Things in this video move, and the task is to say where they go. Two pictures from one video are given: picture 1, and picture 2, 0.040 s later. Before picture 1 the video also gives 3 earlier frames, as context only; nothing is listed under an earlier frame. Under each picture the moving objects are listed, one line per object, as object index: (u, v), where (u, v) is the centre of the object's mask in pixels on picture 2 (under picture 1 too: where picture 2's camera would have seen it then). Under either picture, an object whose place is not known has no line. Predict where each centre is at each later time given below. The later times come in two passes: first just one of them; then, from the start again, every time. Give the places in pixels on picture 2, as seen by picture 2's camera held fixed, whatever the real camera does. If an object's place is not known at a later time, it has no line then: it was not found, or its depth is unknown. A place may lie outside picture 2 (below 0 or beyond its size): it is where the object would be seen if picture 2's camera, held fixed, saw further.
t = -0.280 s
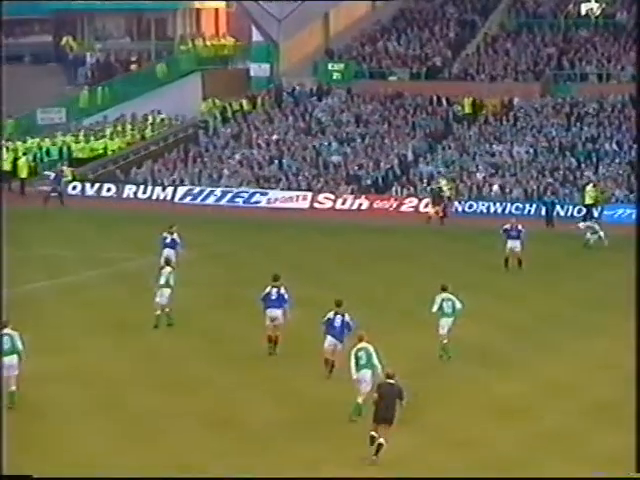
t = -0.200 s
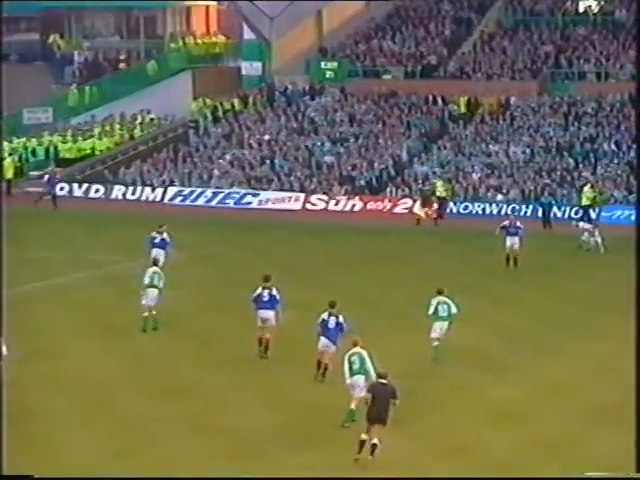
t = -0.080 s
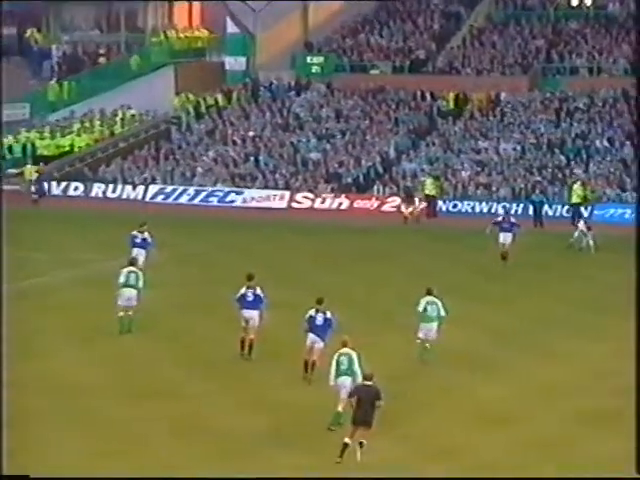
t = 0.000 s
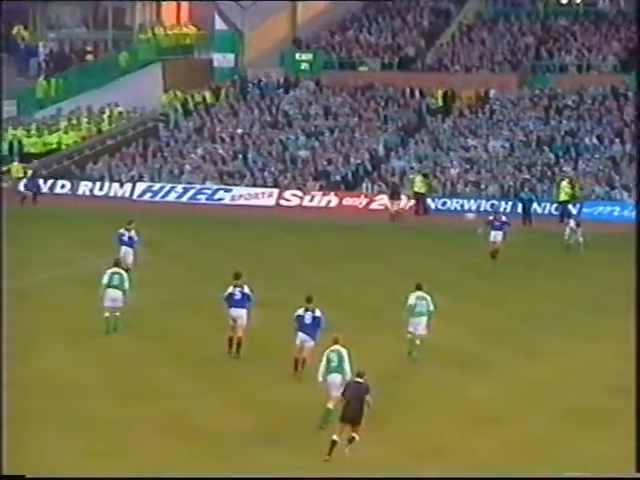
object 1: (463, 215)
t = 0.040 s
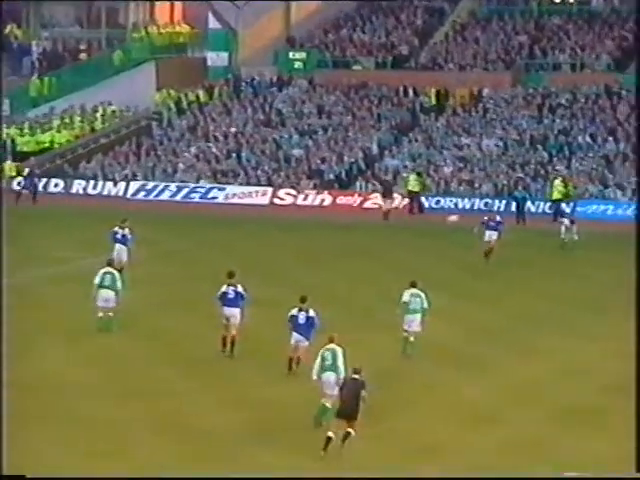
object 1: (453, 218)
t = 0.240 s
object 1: (398, 244)
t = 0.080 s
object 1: (441, 222)
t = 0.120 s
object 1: (430, 227)
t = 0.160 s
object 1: (420, 232)
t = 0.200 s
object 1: (409, 238)
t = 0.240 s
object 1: (398, 244)
